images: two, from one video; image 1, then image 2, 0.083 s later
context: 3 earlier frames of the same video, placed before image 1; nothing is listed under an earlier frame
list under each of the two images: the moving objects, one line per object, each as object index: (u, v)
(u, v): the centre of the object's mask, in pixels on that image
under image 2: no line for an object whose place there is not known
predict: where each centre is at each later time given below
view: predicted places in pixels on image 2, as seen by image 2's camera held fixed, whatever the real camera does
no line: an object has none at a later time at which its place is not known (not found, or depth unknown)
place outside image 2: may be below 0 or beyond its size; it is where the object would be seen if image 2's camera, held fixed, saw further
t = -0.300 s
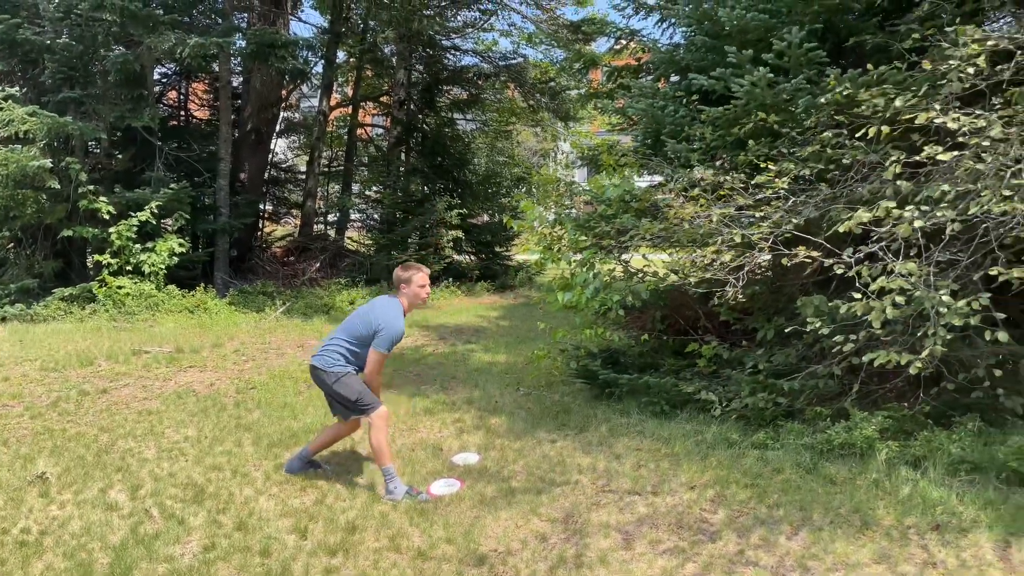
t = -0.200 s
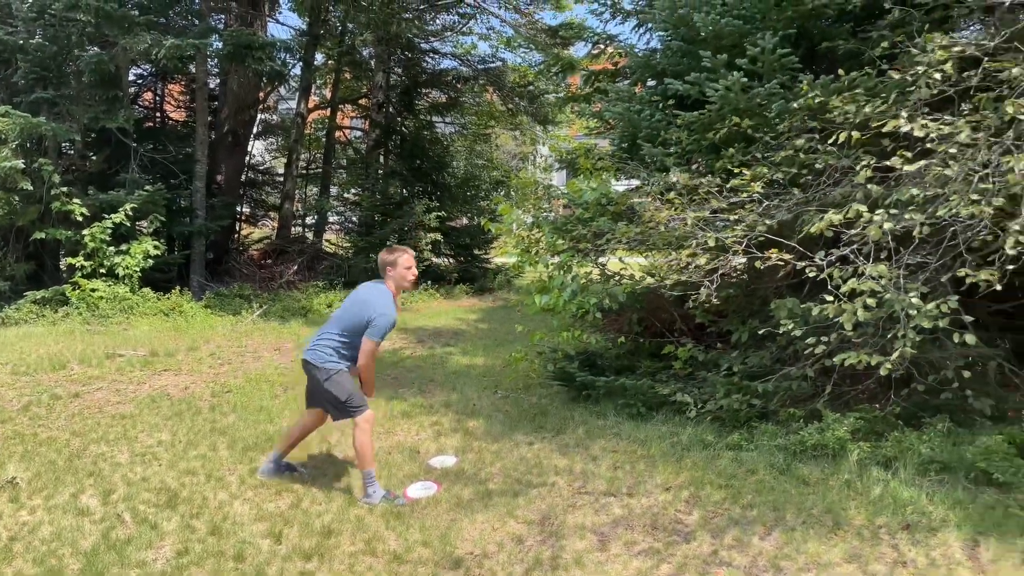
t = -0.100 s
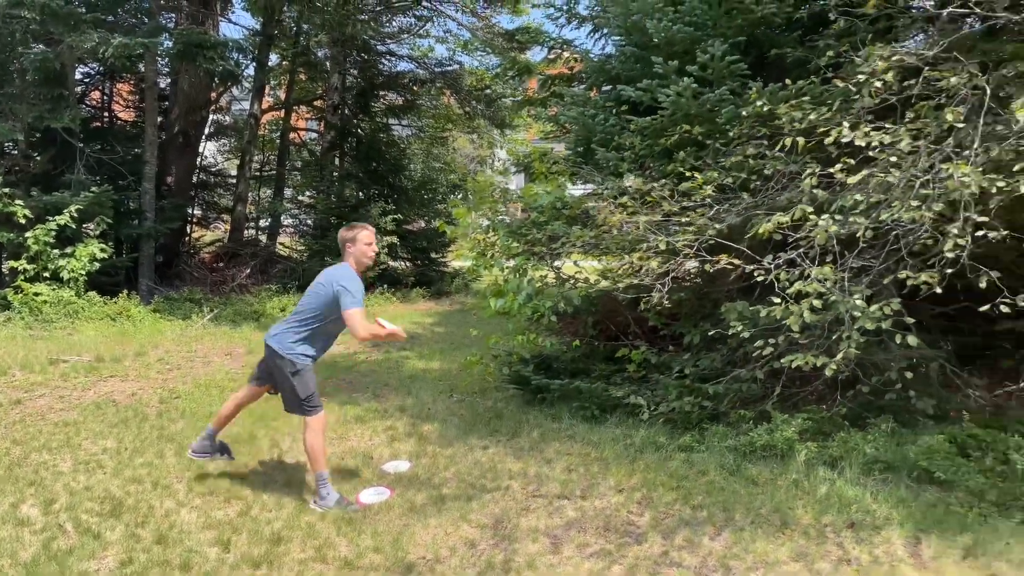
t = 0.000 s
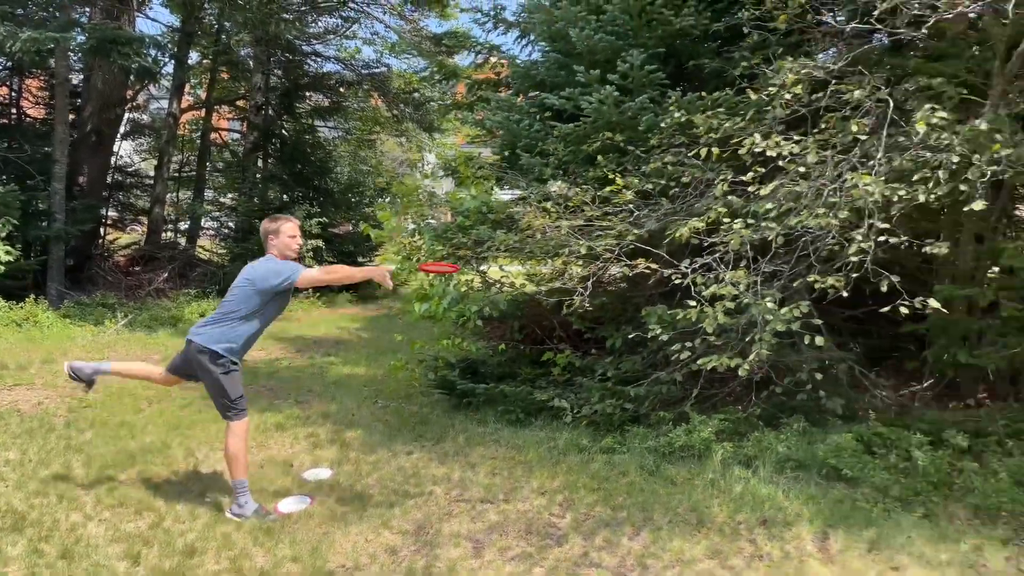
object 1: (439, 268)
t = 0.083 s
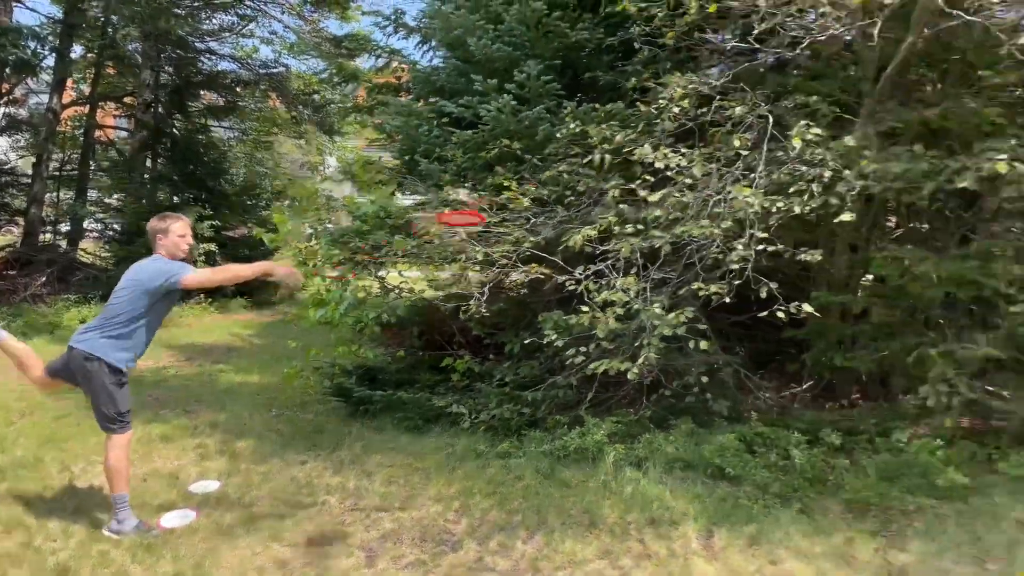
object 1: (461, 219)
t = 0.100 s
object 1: (490, 208)
